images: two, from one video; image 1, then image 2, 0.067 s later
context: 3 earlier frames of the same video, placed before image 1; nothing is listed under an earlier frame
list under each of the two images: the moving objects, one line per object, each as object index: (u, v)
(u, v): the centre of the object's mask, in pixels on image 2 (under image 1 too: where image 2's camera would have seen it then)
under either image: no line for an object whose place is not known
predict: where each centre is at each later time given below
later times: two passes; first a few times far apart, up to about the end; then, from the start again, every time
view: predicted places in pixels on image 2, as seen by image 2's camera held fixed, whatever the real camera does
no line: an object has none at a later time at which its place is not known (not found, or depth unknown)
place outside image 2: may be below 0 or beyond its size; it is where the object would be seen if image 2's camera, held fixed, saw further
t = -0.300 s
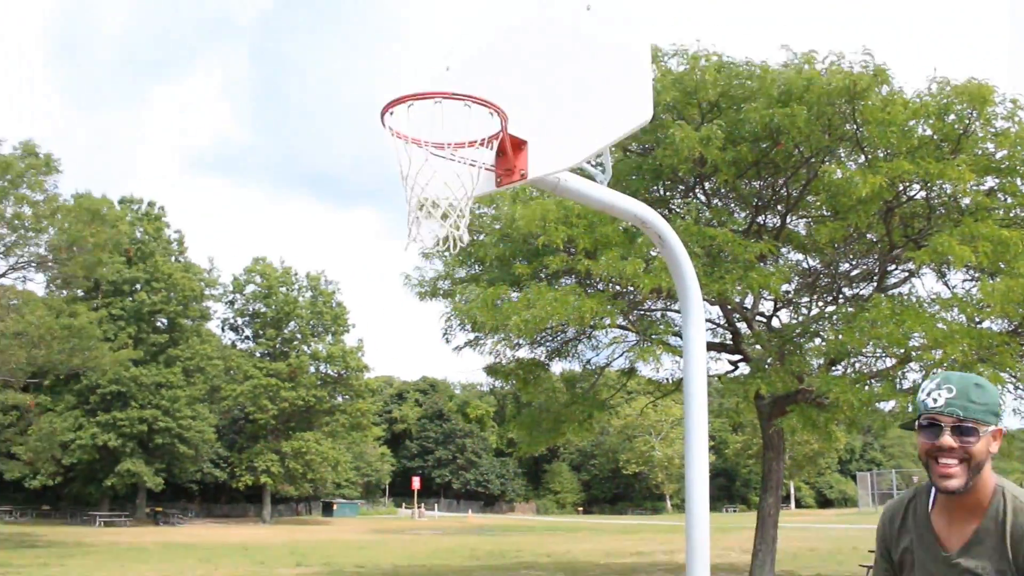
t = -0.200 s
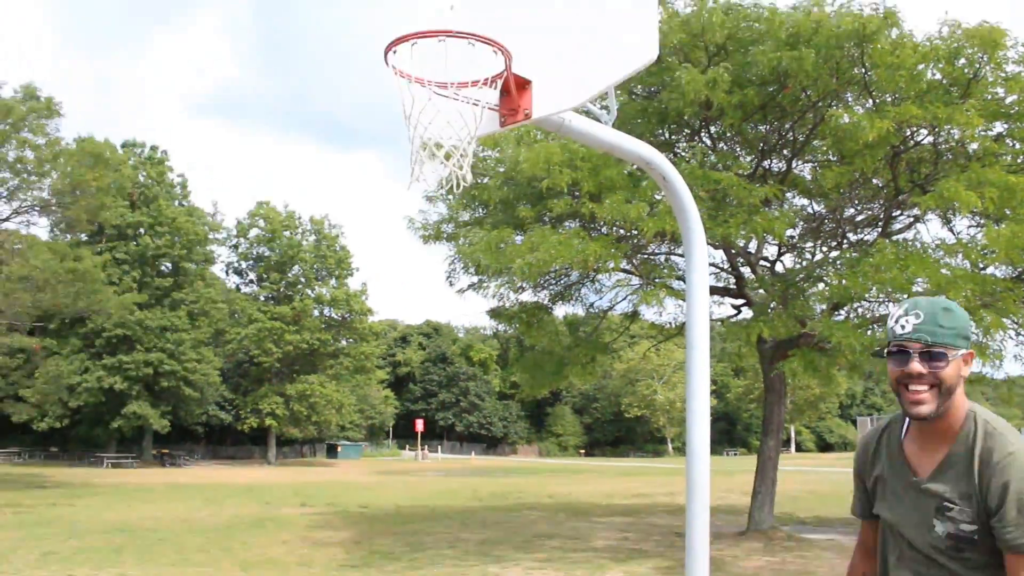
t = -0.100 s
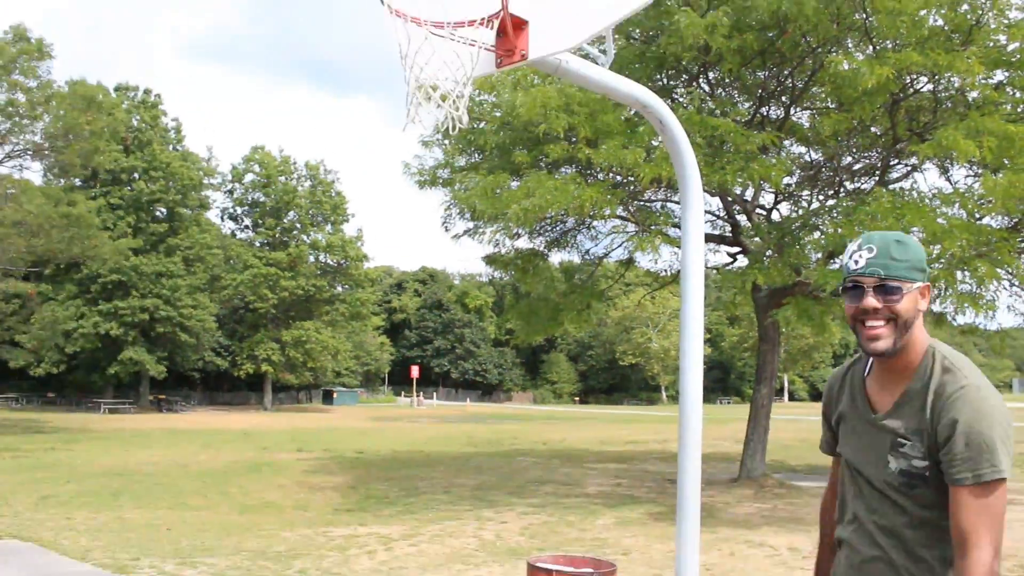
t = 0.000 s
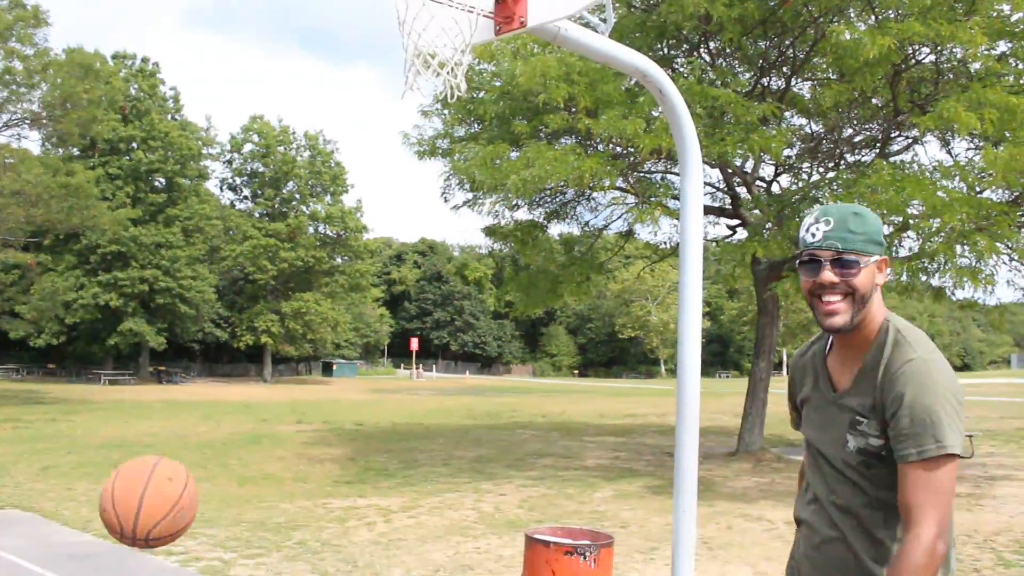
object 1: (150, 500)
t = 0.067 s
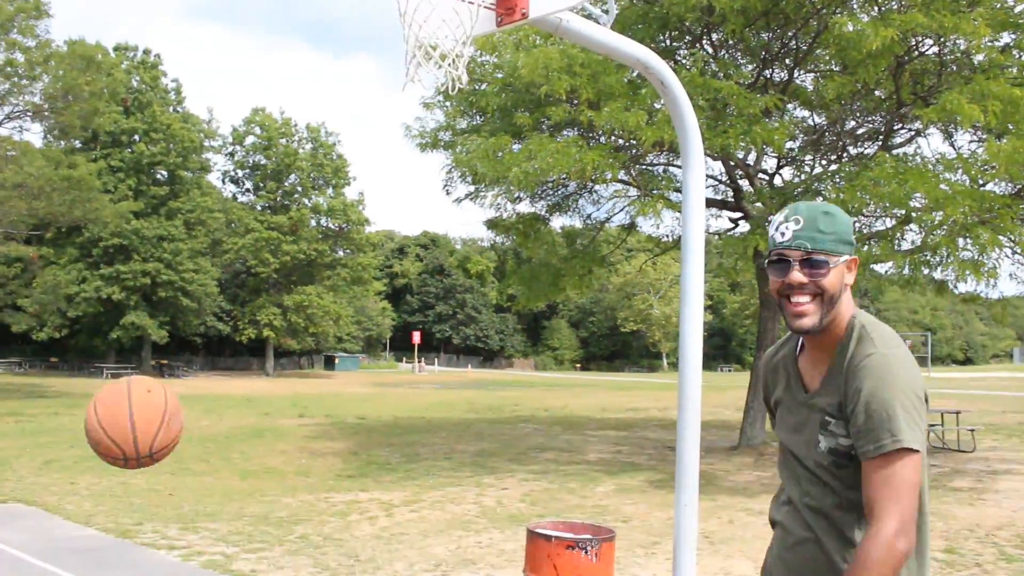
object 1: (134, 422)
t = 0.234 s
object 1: (91, 309)
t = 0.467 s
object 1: (22, 322)
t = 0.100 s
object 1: (125, 391)
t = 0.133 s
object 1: (116, 364)
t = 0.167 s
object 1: (107, 341)
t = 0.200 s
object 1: (100, 323)
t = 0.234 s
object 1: (91, 309)
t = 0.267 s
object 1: (81, 298)
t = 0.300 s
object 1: (71, 291)
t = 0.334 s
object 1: (62, 289)
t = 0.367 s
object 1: (52, 291)
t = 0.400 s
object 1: (42, 298)
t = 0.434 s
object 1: (32, 308)
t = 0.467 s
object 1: (22, 322)
